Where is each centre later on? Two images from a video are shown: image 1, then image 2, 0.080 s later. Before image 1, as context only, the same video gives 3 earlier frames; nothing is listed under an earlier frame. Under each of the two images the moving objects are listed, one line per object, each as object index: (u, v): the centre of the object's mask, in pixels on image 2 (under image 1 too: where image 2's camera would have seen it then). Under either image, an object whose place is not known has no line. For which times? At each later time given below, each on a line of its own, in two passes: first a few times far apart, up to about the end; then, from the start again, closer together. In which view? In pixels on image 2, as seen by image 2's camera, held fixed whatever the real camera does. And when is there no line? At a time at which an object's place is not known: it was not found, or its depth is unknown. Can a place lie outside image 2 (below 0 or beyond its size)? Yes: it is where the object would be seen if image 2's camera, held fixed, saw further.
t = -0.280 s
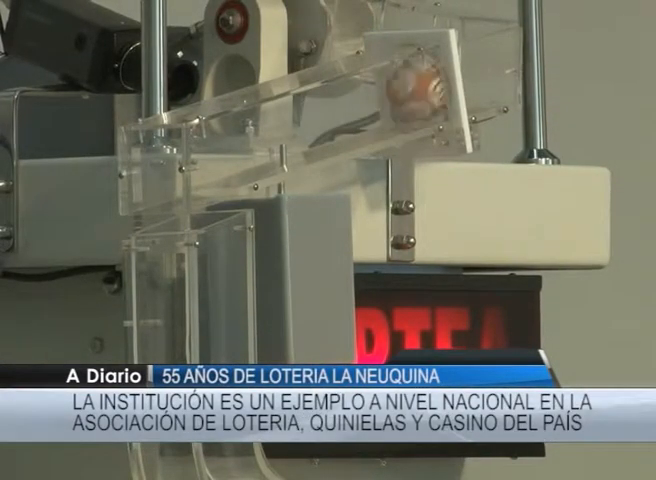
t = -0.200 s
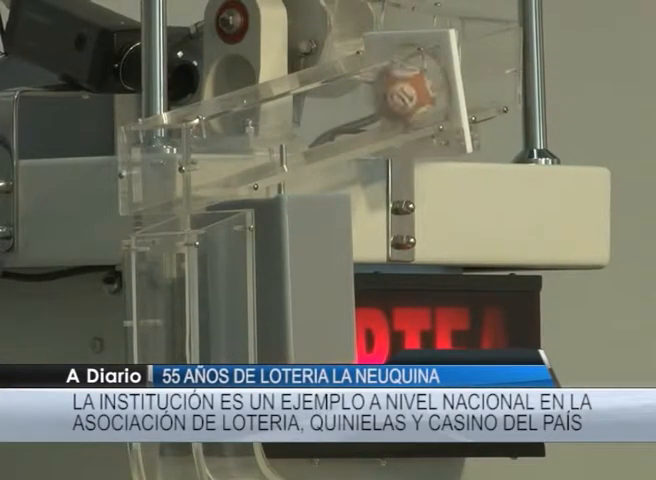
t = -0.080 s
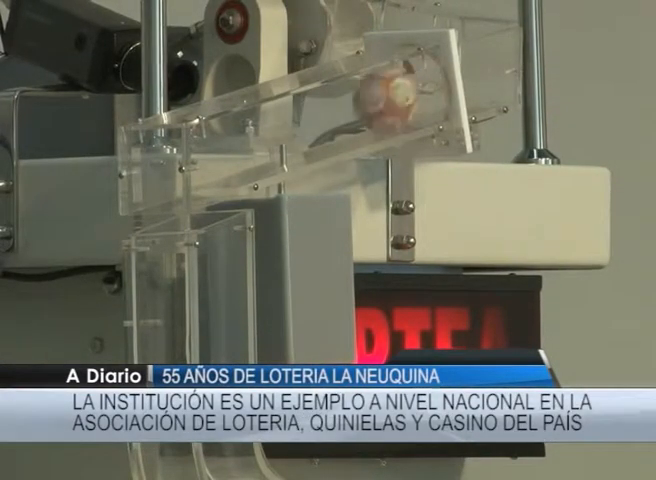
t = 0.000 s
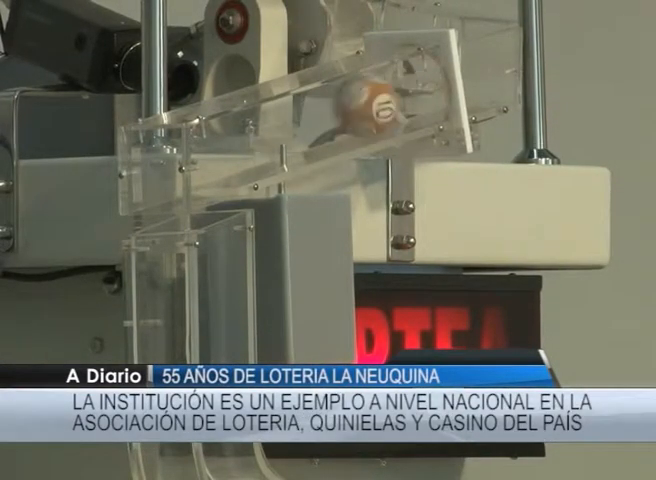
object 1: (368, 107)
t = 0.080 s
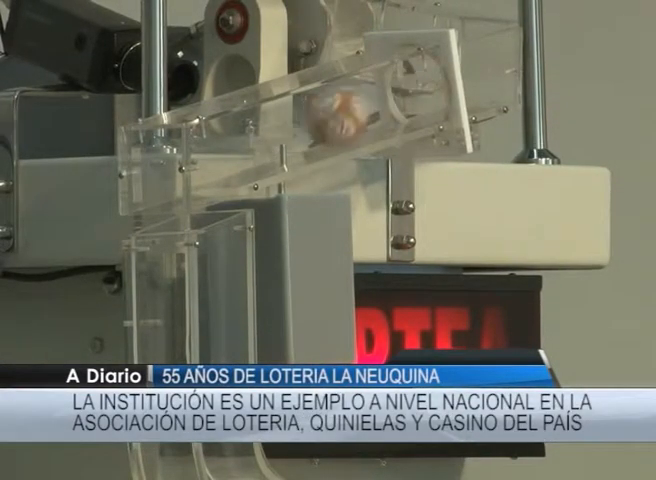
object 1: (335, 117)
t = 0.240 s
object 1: (292, 123)
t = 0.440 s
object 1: (305, 124)
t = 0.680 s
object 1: (300, 125)
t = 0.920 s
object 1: (302, 125)
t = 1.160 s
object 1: (302, 125)
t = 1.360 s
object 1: (302, 125)
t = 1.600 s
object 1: (302, 125)
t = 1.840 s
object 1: (302, 125)
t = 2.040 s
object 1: (302, 125)
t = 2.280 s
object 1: (302, 125)
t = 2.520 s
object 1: (302, 125)
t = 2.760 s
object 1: (302, 125)
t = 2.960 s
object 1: (302, 125)
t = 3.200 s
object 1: (302, 125)
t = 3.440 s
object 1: (302, 125)
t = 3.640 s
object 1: (302, 125)
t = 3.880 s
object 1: (302, 125)
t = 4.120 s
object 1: (302, 125)
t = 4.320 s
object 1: (302, 125)
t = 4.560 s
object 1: (302, 125)
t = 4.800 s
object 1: (302, 125)
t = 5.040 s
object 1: (302, 125)
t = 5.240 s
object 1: (302, 125)
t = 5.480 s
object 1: (302, 125)
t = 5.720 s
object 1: (302, 125)
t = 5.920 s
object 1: (302, 125)
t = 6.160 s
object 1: (302, 125)
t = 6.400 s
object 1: (302, 125)
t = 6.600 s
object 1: (302, 125)
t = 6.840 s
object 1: (302, 125)
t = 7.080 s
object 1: (302, 125)
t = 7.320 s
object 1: (302, 125)
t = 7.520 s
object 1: (302, 125)
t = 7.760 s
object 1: (302, 125)
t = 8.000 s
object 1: (302, 125)
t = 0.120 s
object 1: (317, 120)
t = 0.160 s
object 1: (296, 125)
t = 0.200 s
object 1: (291, 123)
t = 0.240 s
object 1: (292, 123)
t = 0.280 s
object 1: (296, 125)
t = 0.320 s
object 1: (304, 124)
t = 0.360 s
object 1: (307, 123)
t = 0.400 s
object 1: (306, 124)
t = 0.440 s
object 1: (305, 124)
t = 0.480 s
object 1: (301, 124)
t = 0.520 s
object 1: (297, 125)
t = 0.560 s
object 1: (296, 125)
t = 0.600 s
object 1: (298, 125)
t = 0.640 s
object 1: (299, 125)
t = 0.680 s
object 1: (300, 125)
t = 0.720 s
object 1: (301, 125)
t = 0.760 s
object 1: (302, 125)
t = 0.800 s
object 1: (302, 125)
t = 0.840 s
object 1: (302, 125)
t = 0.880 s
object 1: (302, 125)
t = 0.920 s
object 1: (302, 125)
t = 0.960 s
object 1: (302, 125)
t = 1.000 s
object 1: (302, 125)
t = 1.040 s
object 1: (302, 125)
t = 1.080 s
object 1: (302, 125)
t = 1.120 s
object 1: (302, 125)
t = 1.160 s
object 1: (302, 125)
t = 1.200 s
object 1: (302, 125)
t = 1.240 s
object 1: (302, 125)
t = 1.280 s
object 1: (302, 125)
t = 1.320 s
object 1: (302, 125)
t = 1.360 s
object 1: (302, 125)
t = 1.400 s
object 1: (302, 125)
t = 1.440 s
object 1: (302, 125)
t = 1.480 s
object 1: (302, 125)
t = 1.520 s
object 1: (302, 125)
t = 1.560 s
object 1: (302, 125)
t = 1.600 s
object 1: (302, 125)
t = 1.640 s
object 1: (302, 125)
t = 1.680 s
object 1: (302, 125)
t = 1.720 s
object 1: (302, 125)
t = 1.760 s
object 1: (302, 125)
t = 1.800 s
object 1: (302, 125)
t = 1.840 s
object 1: (302, 125)
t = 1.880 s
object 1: (302, 125)
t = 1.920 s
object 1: (302, 125)
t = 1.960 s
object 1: (302, 125)
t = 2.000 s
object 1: (302, 125)
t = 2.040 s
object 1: (302, 125)
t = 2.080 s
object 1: (302, 125)
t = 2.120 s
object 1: (302, 125)
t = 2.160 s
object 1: (302, 125)
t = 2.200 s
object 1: (302, 125)
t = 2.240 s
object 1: (302, 125)
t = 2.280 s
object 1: (302, 125)
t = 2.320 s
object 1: (302, 125)
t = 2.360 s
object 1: (302, 125)
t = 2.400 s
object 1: (302, 125)
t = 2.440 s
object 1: (302, 125)
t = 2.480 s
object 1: (302, 125)
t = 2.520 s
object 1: (302, 125)
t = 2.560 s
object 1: (302, 125)
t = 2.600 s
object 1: (302, 125)
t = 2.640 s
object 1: (302, 125)
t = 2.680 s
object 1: (302, 125)
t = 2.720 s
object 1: (302, 125)
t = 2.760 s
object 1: (302, 125)
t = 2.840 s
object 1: (302, 125)
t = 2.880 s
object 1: (302, 125)
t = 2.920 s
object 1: (302, 125)
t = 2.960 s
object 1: (302, 125)
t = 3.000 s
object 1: (302, 125)
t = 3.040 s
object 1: (302, 125)
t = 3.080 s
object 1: (302, 125)
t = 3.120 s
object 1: (302, 125)
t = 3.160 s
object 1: (302, 125)
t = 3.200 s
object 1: (302, 125)
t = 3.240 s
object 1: (302, 125)
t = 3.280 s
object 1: (302, 125)
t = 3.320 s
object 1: (302, 125)
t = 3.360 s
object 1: (302, 125)
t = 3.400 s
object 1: (302, 125)
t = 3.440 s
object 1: (302, 125)
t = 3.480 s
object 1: (302, 125)
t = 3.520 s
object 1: (302, 125)
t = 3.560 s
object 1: (302, 125)
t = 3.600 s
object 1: (302, 125)
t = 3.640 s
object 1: (302, 125)
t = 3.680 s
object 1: (302, 125)
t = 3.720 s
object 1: (302, 125)
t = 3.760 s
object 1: (302, 125)
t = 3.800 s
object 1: (302, 125)
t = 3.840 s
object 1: (302, 125)
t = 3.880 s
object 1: (302, 125)
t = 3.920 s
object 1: (302, 125)
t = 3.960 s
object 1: (302, 125)
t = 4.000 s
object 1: (302, 125)
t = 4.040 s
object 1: (302, 125)
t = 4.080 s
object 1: (302, 125)
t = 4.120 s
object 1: (302, 125)
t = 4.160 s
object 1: (302, 125)
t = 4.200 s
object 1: (302, 125)
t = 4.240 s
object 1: (302, 125)
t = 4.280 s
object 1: (302, 125)
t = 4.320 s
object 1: (302, 125)
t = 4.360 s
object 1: (302, 125)
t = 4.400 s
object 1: (302, 125)
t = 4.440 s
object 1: (302, 125)
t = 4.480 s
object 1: (302, 125)
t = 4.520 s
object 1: (302, 125)
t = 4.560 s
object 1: (302, 125)
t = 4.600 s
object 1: (302, 125)
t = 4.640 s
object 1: (302, 125)
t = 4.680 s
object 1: (302, 125)
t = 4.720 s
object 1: (302, 125)
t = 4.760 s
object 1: (302, 125)
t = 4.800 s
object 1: (302, 125)
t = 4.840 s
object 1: (302, 125)
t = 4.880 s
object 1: (302, 125)
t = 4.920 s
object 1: (302, 125)
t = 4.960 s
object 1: (302, 125)
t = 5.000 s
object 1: (302, 125)
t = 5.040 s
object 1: (302, 125)
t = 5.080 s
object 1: (302, 125)
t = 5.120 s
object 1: (302, 125)
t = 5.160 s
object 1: (302, 125)
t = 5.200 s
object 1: (302, 125)
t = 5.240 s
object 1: (302, 125)
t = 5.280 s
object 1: (302, 125)
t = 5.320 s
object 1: (302, 125)
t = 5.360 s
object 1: (302, 125)
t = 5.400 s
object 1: (302, 125)
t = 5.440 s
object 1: (302, 125)
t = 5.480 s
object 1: (302, 125)
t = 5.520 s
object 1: (302, 125)
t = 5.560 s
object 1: (302, 125)
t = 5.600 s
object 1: (302, 125)
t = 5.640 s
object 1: (302, 125)
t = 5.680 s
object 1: (302, 125)
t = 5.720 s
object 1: (302, 125)
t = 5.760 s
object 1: (302, 125)
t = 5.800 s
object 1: (302, 125)
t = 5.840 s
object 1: (302, 125)
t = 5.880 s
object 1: (302, 125)
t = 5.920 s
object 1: (302, 125)
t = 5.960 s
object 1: (302, 125)
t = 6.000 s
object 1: (302, 125)
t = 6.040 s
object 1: (302, 125)
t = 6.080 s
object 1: (302, 125)
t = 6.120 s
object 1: (302, 125)
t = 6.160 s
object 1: (302, 125)
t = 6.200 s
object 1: (302, 125)
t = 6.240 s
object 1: (302, 125)
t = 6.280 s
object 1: (302, 125)
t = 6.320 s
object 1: (302, 125)
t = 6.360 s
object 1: (302, 125)
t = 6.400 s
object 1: (302, 125)
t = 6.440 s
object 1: (302, 125)
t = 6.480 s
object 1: (302, 125)
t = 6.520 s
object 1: (302, 125)
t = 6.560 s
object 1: (302, 125)
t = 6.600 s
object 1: (302, 125)
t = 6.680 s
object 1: (302, 125)
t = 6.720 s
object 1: (302, 125)
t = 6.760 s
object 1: (302, 125)
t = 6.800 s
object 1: (302, 125)
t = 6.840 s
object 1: (302, 125)
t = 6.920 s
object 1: (302, 125)
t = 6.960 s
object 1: (302, 125)
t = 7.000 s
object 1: (302, 125)
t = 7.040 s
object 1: (302, 125)
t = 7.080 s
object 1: (302, 125)
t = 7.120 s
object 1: (302, 125)
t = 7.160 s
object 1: (302, 125)
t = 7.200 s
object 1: (302, 125)
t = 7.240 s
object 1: (302, 125)
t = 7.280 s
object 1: (302, 125)
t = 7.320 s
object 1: (302, 125)
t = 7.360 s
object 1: (302, 125)
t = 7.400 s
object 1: (302, 125)
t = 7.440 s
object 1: (302, 125)
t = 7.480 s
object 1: (302, 125)
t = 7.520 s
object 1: (302, 125)
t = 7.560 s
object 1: (302, 125)
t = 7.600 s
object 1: (302, 125)
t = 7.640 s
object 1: (302, 125)
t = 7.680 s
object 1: (302, 125)
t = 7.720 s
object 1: (302, 125)
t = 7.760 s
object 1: (302, 125)
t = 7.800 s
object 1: (302, 125)
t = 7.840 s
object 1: (302, 125)
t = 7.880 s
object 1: (302, 125)
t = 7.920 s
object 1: (302, 125)
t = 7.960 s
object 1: (302, 125)
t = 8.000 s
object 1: (302, 125)
